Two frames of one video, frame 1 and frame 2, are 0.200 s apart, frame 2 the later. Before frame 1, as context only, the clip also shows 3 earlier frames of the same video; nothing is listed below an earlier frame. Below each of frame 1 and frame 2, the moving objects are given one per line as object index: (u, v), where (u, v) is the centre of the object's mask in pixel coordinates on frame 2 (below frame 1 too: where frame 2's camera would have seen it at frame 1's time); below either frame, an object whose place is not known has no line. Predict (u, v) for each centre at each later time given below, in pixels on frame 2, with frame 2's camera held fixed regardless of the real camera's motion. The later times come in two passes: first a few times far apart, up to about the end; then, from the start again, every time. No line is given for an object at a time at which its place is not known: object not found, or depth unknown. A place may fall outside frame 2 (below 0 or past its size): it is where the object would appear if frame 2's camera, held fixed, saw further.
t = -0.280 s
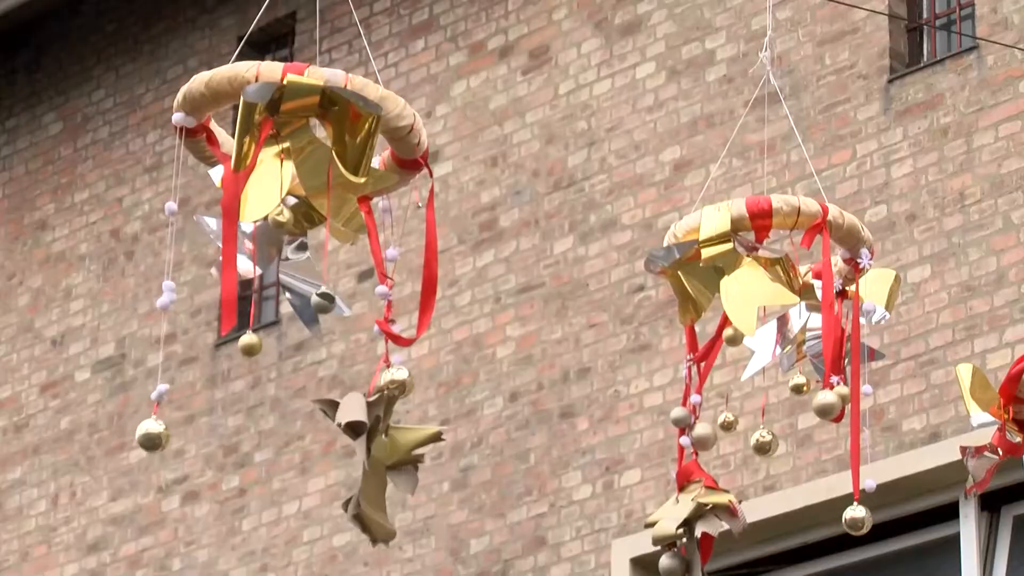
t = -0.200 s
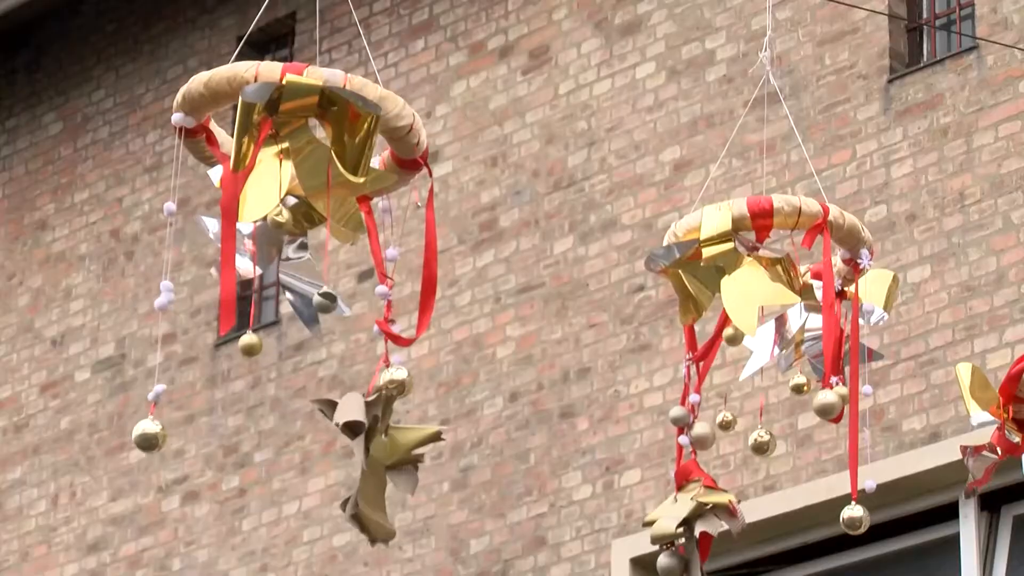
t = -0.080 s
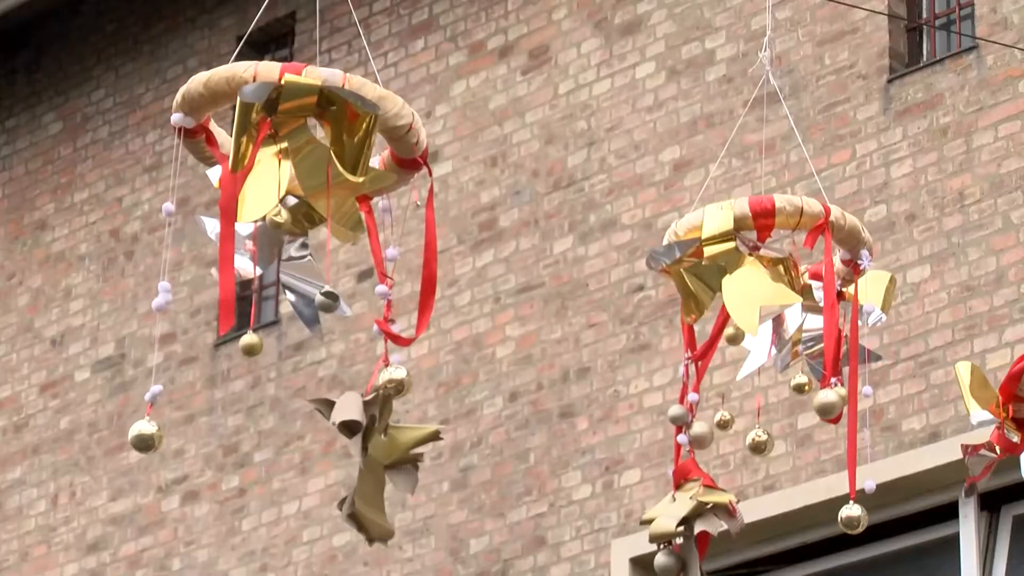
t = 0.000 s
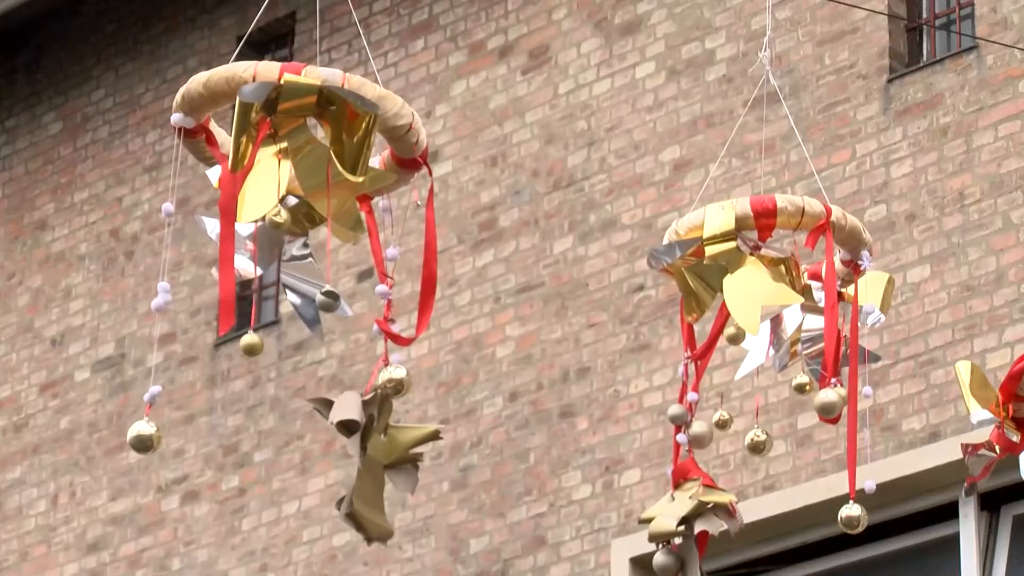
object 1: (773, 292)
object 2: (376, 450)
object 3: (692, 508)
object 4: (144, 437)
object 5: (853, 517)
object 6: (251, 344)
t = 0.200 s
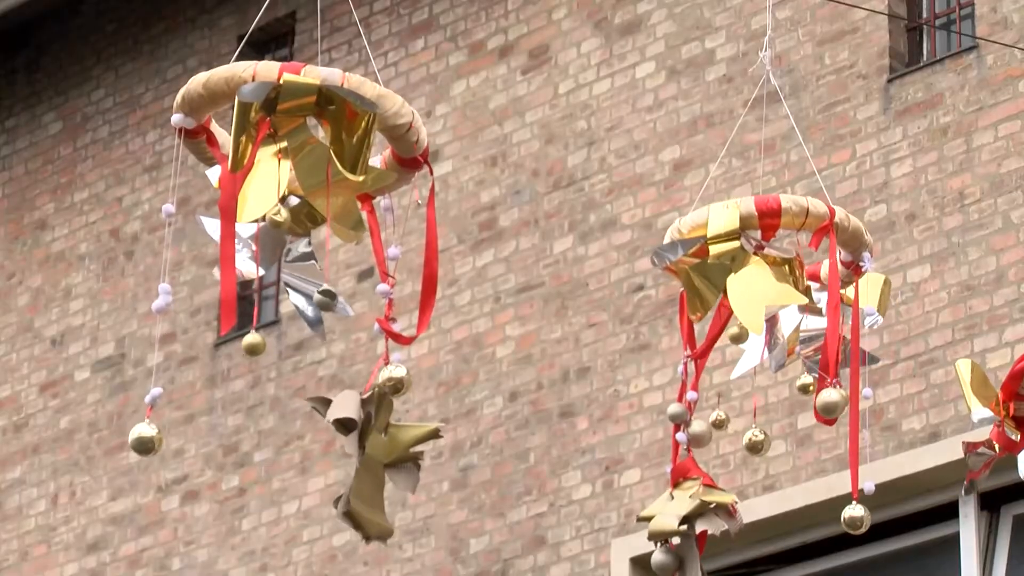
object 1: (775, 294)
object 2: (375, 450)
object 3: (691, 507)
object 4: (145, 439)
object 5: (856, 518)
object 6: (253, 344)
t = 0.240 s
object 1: (775, 294)
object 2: (375, 450)
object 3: (691, 507)
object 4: (146, 439)
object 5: (857, 518)
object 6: (254, 344)
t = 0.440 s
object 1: (775, 293)
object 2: (377, 449)
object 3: (692, 506)
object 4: (153, 441)
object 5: (863, 521)
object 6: (256, 344)
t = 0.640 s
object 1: (777, 291)
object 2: (383, 448)
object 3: (694, 505)
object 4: (162, 441)
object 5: (869, 524)
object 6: (258, 344)
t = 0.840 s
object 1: (775, 282)
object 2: (388, 447)
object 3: (697, 503)
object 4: (169, 440)
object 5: (871, 526)
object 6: (261, 344)
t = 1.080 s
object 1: (771, 276)
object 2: (390, 447)
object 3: (698, 503)
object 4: (169, 438)
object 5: (869, 528)
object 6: (262, 344)
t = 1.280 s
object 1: (768, 272)
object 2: (390, 446)
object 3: (698, 501)
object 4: (164, 437)
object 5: (865, 529)
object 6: (264, 344)
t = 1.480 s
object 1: (771, 280)
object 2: (387, 446)
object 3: (696, 501)
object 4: (156, 438)
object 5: (861, 529)
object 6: (264, 345)
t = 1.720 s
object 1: (768, 279)
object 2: (385, 445)
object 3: (692, 499)
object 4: (148, 441)
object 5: (859, 530)
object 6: (263, 346)
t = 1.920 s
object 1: (769, 279)
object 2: (385, 444)
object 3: (690, 497)
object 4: (146, 443)
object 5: (860, 531)
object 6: (263, 346)
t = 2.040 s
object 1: (770, 278)
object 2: (385, 444)
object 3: (690, 497)
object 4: (147, 445)
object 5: (860, 533)
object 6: (263, 347)
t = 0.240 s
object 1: (775, 294)
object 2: (375, 450)
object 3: (691, 507)
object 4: (146, 439)
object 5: (857, 518)
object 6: (254, 344)
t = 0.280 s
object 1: (773, 293)
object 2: (375, 449)
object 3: (691, 506)
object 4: (147, 440)
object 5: (858, 519)
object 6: (254, 344)
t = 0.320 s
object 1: (774, 292)
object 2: (376, 449)
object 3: (692, 506)
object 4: (149, 440)
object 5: (859, 519)
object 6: (255, 344)
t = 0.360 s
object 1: (774, 292)
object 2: (376, 449)
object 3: (691, 506)
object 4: (150, 440)
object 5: (860, 520)
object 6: (255, 344)
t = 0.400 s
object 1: (774, 293)
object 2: (377, 449)
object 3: (691, 506)
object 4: (151, 441)
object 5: (861, 520)
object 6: (255, 344)
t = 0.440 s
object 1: (775, 293)
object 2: (377, 449)
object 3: (692, 506)
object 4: (153, 441)
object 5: (863, 521)
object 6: (256, 344)
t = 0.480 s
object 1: (774, 289)
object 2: (379, 449)
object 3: (692, 505)
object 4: (155, 441)
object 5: (864, 521)
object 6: (257, 344)
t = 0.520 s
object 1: (775, 290)
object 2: (380, 448)
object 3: (693, 505)
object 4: (157, 441)
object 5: (866, 522)
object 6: (257, 344)
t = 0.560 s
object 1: (775, 291)
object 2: (380, 448)
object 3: (693, 505)
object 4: (159, 441)
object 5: (867, 523)
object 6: (258, 344)
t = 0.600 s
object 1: (776, 291)
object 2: (381, 448)
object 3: (693, 505)
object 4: (160, 441)
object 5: (867, 523)
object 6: (258, 344)
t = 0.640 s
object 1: (777, 291)
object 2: (383, 448)
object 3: (694, 505)
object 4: (162, 441)
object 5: (869, 524)
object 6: (258, 344)
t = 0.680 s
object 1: (777, 292)
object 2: (383, 448)
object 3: (694, 505)
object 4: (163, 441)
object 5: (869, 524)
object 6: (258, 344)
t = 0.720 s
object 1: (778, 291)
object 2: (385, 448)
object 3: (695, 504)
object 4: (165, 440)
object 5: (870, 525)
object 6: (259, 344)
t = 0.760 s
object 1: (778, 291)
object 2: (385, 448)
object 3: (695, 504)
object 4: (166, 440)
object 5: (870, 525)
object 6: (259, 344)
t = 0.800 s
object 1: (778, 291)
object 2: (386, 448)
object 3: (696, 504)
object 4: (167, 440)
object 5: (870, 526)
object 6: (260, 344)
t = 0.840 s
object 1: (775, 282)
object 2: (388, 447)
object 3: (697, 503)
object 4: (169, 440)
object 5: (871, 526)
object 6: (261, 344)
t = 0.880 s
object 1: (775, 283)
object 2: (388, 447)
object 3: (697, 503)
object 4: (169, 439)
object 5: (871, 526)
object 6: (261, 344)
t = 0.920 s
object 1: (782, 299)
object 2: (389, 447)
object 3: (697, 503)
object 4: (170, 439)
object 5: (871, 527)
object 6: (261, 343)
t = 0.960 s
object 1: (782, 300)
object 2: (389, 447)
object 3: (698, 503)
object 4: (170, 439)
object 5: (870, 528)
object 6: (262, 344)
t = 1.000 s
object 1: (778, 306)
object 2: (390, 447)
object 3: (698, 503)
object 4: (170, 439)
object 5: (870, 528)
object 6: (262, 344)
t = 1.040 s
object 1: (772, 276)
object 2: (390, 447)
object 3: (698, 503)
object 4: (170, 438)
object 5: (869, 528)
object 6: (262, 343)
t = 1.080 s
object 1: (771, 276)
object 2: (390, 447)
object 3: (698, 503)
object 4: (169, 438)
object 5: (869, 528)
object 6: (262, 344)
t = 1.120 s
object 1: (771, 276)
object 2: (390, 447)
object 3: (698, 502)
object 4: (169, 438)
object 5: (868, 528)
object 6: (263, 343)
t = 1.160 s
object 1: (772, 278)
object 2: (390, 447)
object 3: (698, 502)
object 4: (168, 437)
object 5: (867, 528)
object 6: (263, 343)
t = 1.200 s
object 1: (772, 279)
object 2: (390, 447)
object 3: (698, 502)
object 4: (167, 437)
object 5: (867, 528)
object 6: (264, 344)
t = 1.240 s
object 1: (768, 273)
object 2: (390, 447)
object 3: (698, 502)
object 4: (166, 437)
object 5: (866, 528)
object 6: (264, 344)
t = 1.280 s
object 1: (768, 272)
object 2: (390, 446)
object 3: (698, 501)
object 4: (164, 437)
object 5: (865, 529)
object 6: (264, 344)
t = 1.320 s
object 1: (771, 279)
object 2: (389, 447)
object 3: (697, 501)
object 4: (163, 437)
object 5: (864, 529)
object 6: (264, 344)
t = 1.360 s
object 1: (771, 279)
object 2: (389, 446)
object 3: (697, 501)
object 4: (161, 437)
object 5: (864, 529)
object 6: (264, 345)
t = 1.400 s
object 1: (770, 279)
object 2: (388, 447)
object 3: (697, 501)
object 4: (160, 438)
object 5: (863, 529)
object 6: (265, 345)
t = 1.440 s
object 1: (770, 279)
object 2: (388, 446)
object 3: (696, 501)
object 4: (158, 438)
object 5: (862, 529)
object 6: (264, 345)
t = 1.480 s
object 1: (771, 280)
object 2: (387, 446)
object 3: (696, 501)
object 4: (156, 438)
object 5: (861, 529)
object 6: (264, 345)
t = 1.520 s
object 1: (770, 280)
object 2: (387, 446)
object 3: (695, 500)
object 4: (155, 439)
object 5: (861, 529)
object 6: (264, 345)
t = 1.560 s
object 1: (770, 280)
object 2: (387, 446)
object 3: (695, 500)
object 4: (153, 439)
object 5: (860, 530)
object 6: (264, 346)
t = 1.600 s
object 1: (770, 280)
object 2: (386, 446)
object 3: (694, 500)
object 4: (152, 440)
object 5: (860, 530)
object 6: (264, 346)
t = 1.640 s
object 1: (770, 280)
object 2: (386, 445)
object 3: (694, 500)
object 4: (151, 440)
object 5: (860, 530)
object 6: (264, 346)
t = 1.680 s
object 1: (769, 279)
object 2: (385, 445)
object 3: (693, 499)
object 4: (149, 440)
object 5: (859, 530)
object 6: (263, 345)
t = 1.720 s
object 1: (768, 279)
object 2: (385, 445)
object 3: (692, 499)
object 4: (148, 441)
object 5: (859, 530)
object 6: (263, 346)
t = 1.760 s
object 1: (769, 279)
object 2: (385, 445)
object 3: (692, 498)
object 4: (148, 441)
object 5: (860, 530)
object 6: (263, 346)
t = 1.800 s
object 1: (768, 279)
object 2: (385, 445)
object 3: (691, 498)
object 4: (147, 442)
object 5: (859, 531)
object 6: (263, 346)
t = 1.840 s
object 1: (768, 279)
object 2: (385, 445)
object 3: (691, 498)
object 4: (146, 443)
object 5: (859, 531)
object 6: (263, 346)
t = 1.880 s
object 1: (768, 279)
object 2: (385, 445)
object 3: (690, 498)
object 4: (146, 443)
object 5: (859, 531)
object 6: (263, 346)
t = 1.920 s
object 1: (769, 279)
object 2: (385, 444)
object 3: (690, 497)
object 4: (146, 443)
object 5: (860, 531)
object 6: (263, 346)
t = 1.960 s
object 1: (768, 279)
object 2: (385, 444)
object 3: (691, 497)
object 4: (147, 444)
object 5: (860, 532)
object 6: (263, 346)
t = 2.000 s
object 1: (768, 280)
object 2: (385, 444)
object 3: (690, 497)
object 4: (146, 444)
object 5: (859, 532)
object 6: (262, 346)
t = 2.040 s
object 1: (770, 278)
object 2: (385, 444)
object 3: (690, 497)
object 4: (147, 445)
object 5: (860, 533)
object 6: (263, 347)
